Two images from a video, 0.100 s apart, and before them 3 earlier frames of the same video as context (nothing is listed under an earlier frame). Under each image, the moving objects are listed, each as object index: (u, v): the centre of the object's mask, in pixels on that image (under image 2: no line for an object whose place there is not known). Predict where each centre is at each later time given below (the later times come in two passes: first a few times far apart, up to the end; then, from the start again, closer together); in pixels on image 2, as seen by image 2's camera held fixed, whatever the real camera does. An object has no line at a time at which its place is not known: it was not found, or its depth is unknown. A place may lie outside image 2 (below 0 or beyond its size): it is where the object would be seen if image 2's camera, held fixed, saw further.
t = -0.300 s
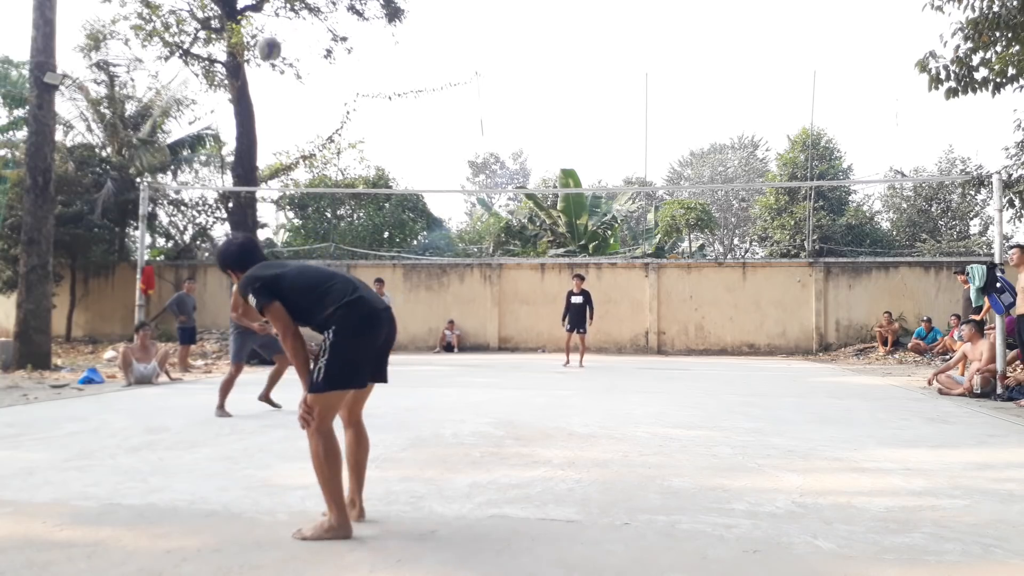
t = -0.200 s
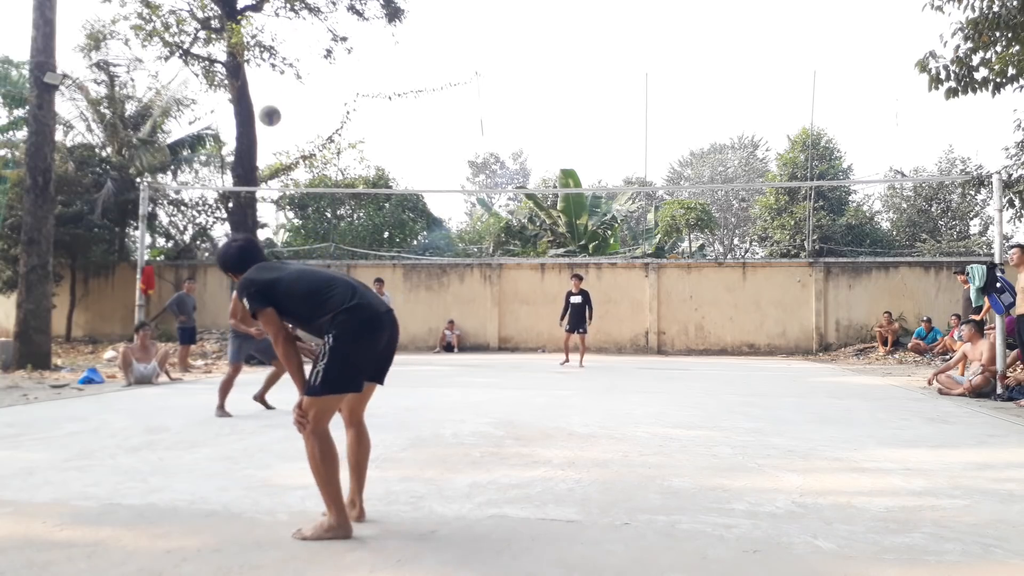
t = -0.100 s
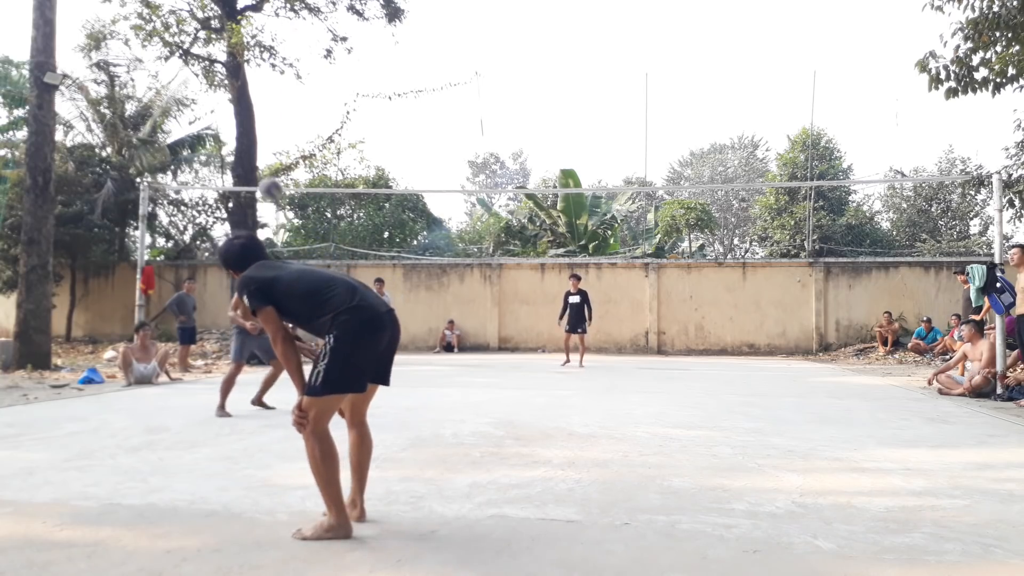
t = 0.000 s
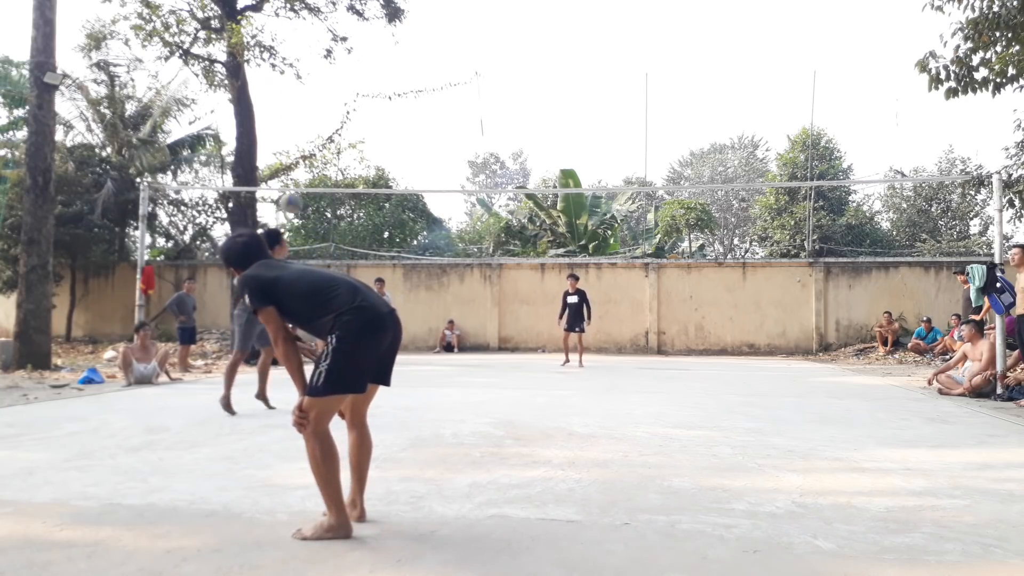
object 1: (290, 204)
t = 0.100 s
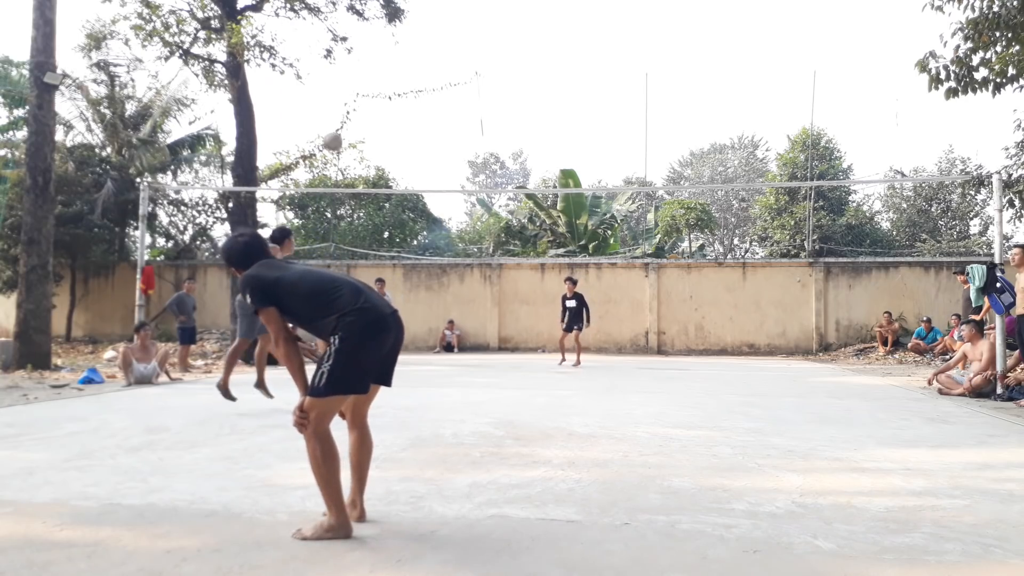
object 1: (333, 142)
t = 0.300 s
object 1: (397, 65)
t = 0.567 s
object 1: (460, 37)
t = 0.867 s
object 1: (513, 64)
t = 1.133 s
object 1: (548, 125)
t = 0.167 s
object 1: (356, 109)
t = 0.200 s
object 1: (367, 96)
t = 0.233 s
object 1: (378, 85)
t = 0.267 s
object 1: (388, 74)
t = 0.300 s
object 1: (397, 65)
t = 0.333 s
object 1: (406, 57)
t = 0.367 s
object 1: (415, 51)
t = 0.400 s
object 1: (423, 46)
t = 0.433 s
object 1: (431, 42)
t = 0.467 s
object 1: (439, 40)
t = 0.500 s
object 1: (446, 38)
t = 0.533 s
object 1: (453, 37)
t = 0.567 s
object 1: (460, 37)
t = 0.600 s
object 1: (467, 37)
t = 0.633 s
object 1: (474, 38)
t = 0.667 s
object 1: (480, 40)
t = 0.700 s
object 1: (486, 42)
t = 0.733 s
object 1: (491, 46)
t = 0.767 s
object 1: (497, 49)
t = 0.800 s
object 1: (503, 54)
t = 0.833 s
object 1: (508, 59)
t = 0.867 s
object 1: (513, 64)
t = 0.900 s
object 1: (517, 70)
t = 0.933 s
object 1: (522, 76)
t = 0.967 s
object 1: (527, 83)
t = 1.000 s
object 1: (531, 91)
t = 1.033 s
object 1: (535, 99)
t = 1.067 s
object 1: (540, 107)
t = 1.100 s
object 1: (544, 116)
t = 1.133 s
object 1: (548, 125)
